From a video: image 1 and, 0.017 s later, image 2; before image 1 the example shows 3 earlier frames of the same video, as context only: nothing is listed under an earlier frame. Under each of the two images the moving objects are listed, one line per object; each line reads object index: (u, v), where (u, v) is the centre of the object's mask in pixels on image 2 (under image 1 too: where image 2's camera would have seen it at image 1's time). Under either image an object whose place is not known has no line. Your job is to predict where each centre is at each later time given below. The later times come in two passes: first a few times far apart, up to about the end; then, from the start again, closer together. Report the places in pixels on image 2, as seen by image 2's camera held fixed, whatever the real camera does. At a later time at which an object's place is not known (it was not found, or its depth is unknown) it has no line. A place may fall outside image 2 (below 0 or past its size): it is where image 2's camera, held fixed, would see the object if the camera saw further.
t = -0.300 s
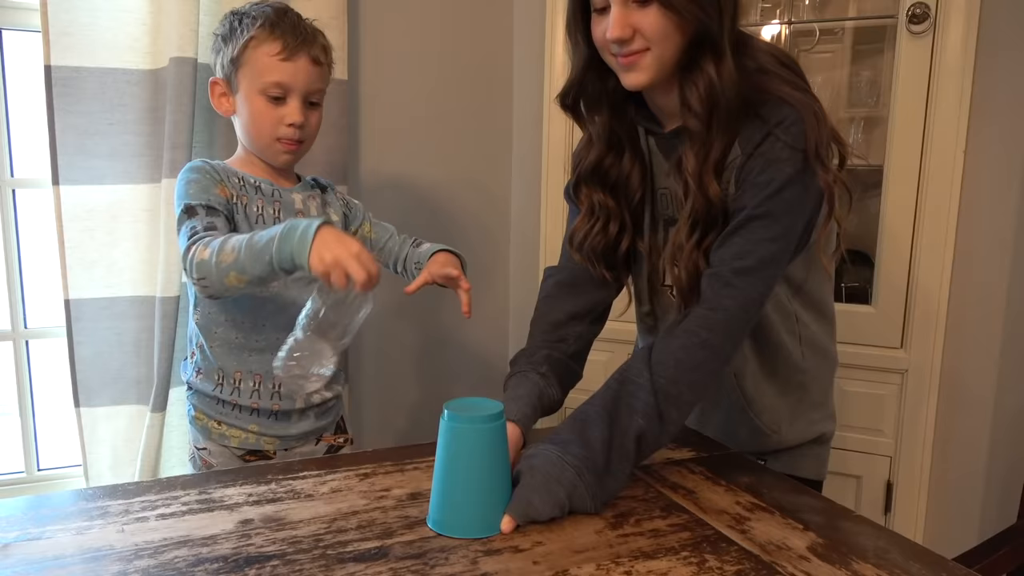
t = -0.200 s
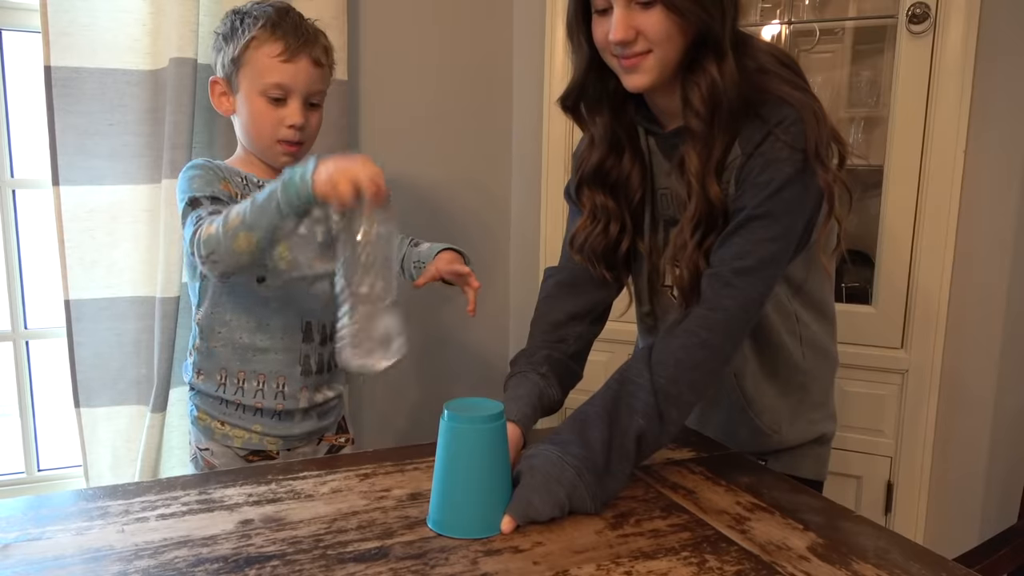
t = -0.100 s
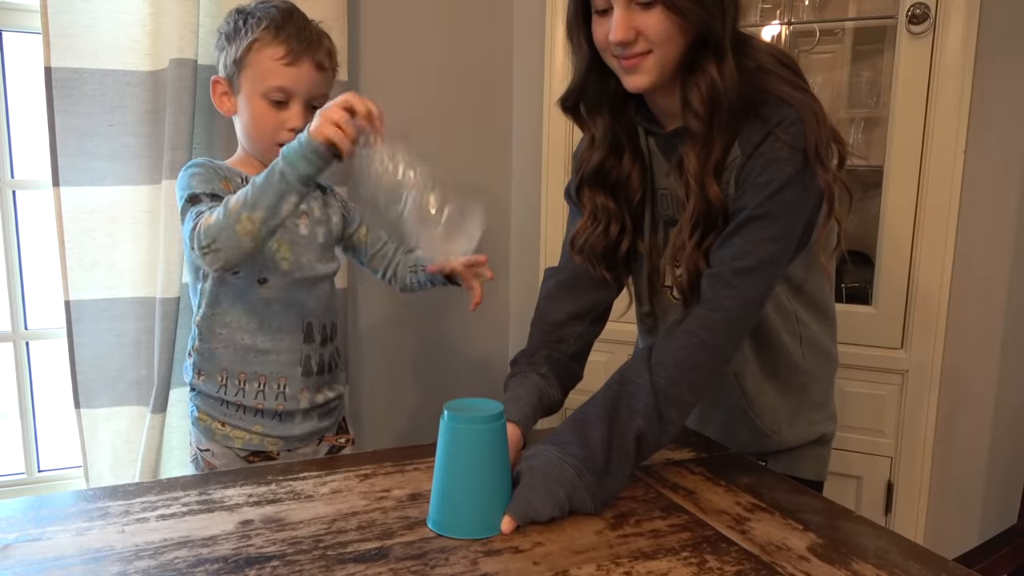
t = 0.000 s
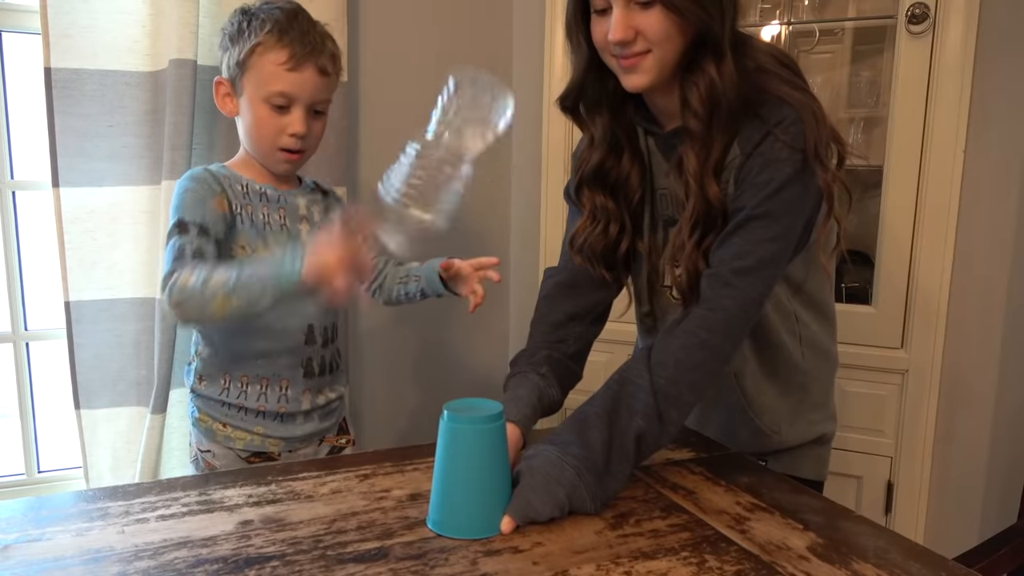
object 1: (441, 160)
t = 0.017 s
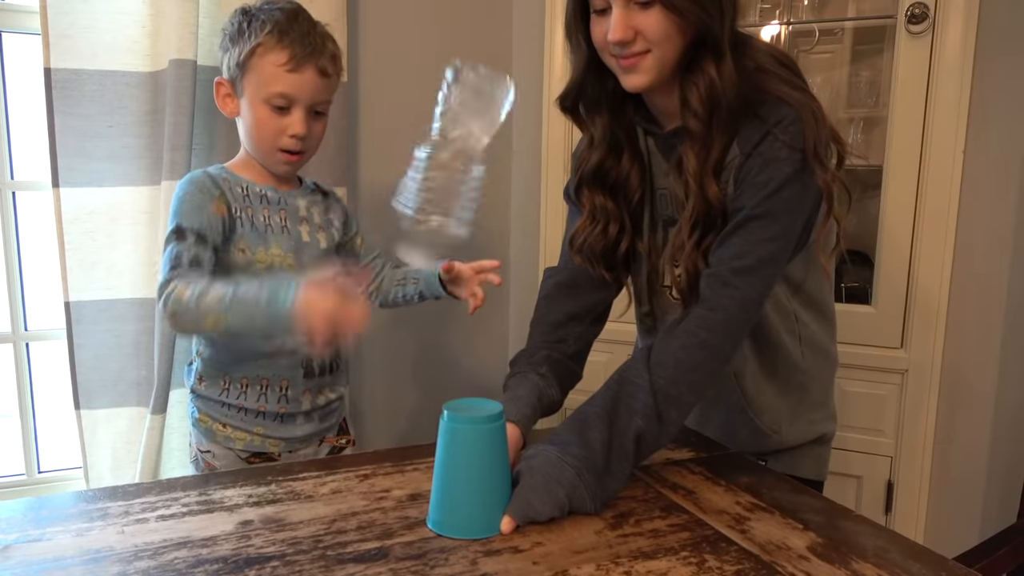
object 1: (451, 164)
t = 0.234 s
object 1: (514, 265)
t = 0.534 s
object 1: (630, 548)
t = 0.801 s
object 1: (697, 549)
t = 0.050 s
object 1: (477, 165)
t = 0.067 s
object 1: (490, 162)
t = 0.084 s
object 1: (502, 148)
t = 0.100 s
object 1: (515, 149)
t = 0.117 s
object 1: (524, 145)
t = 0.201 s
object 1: (519, 203)
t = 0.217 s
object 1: (517, 229)
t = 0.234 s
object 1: (514, 265)
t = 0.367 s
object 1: (562, 429)
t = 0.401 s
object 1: (579, 481)
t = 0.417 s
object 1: (586, 494)
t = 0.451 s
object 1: (599, 528)
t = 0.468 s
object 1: (606, 544)
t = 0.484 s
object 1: (612, 545)
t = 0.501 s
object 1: (619, 546)
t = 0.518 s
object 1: (624, 547)
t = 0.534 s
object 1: (630, 548)
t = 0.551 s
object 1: (635, 549)
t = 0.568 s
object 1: (639, 549)
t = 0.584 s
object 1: (643, 549)
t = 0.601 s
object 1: (647, 549)
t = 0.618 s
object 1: (650, 549)
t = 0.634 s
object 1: (653, 549)
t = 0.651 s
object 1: (658, 549)
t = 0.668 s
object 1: (662, 549)
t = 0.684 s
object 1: (665, 549)
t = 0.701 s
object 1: (669, 549)
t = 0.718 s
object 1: (674, 549)
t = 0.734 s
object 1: (678, 549)
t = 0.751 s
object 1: (682, 549)
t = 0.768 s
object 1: (687, 549)
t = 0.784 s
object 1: (692, 549)
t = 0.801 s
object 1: (697, 549)
